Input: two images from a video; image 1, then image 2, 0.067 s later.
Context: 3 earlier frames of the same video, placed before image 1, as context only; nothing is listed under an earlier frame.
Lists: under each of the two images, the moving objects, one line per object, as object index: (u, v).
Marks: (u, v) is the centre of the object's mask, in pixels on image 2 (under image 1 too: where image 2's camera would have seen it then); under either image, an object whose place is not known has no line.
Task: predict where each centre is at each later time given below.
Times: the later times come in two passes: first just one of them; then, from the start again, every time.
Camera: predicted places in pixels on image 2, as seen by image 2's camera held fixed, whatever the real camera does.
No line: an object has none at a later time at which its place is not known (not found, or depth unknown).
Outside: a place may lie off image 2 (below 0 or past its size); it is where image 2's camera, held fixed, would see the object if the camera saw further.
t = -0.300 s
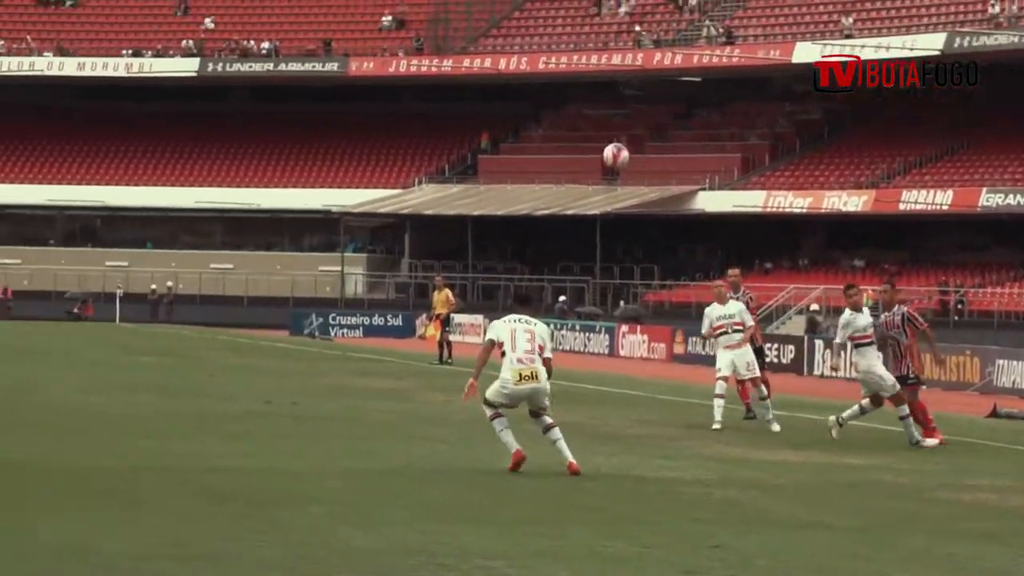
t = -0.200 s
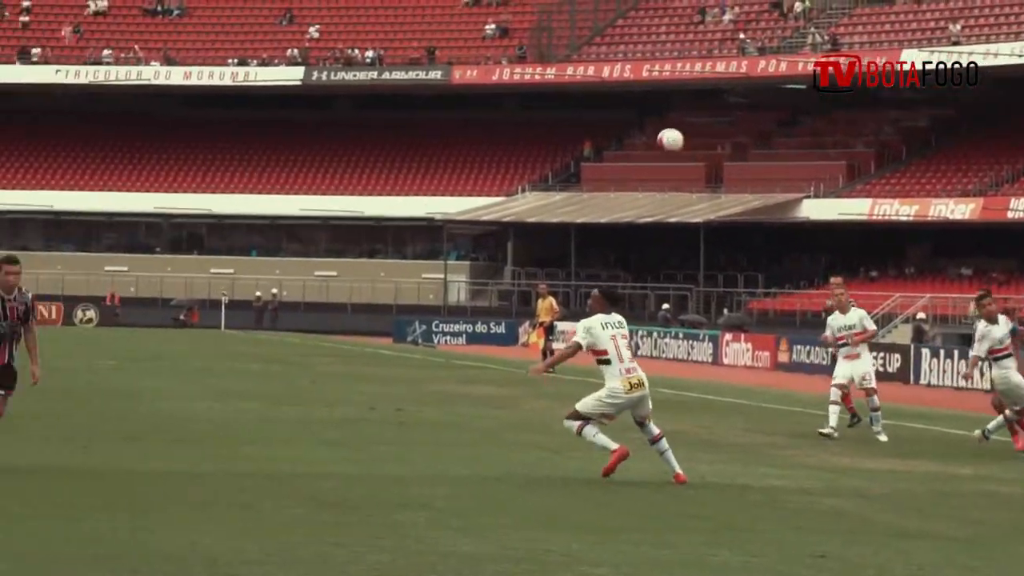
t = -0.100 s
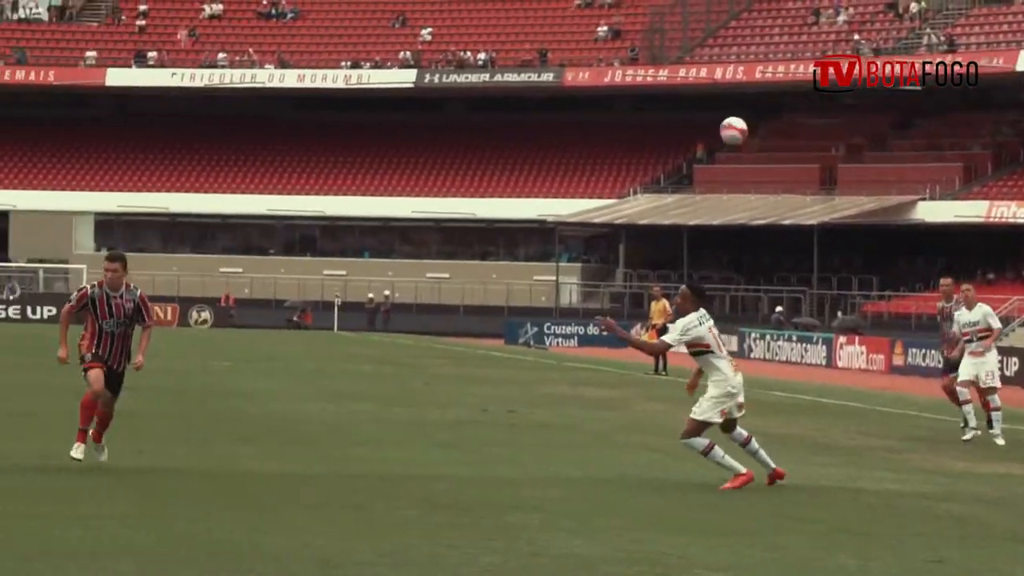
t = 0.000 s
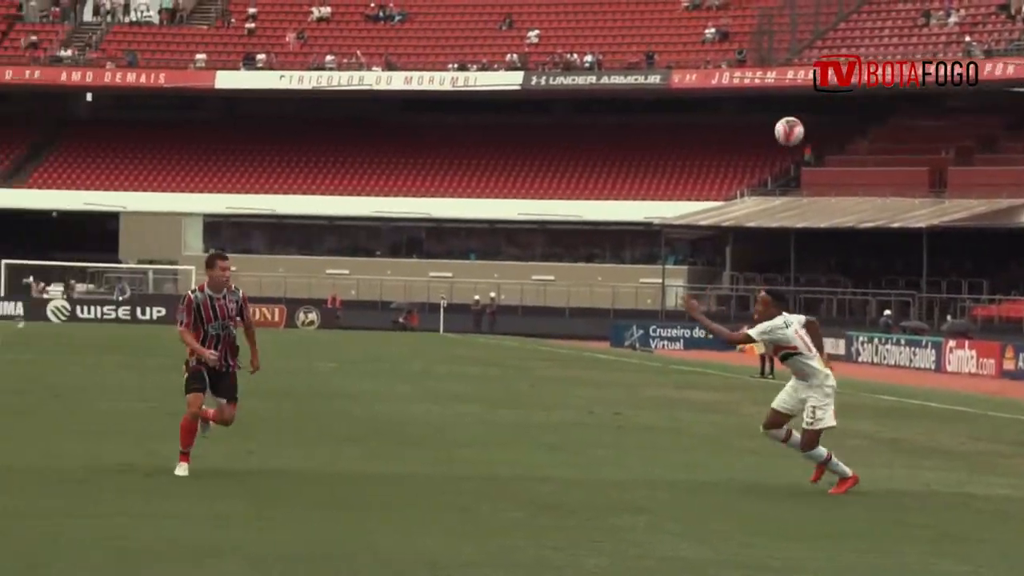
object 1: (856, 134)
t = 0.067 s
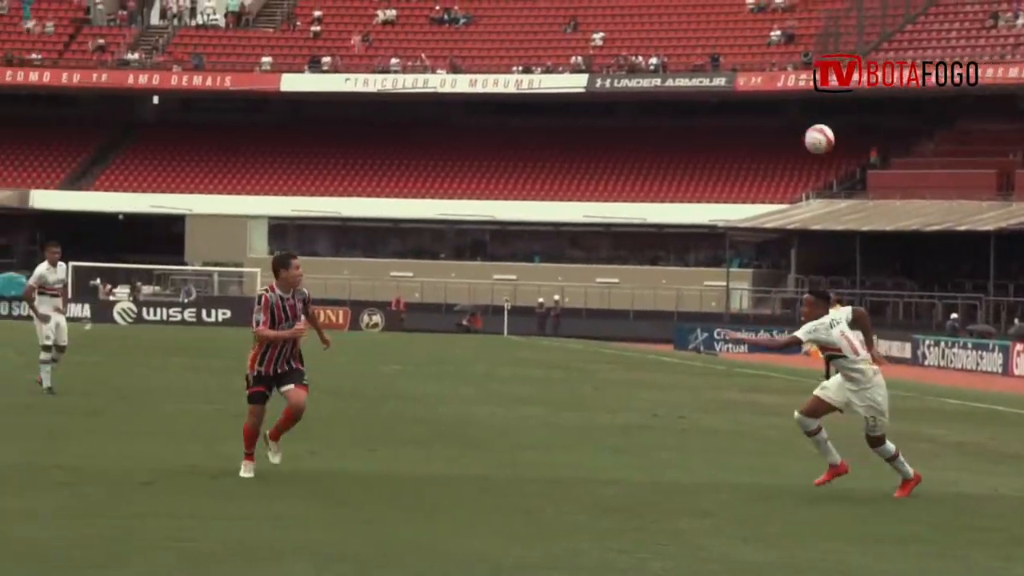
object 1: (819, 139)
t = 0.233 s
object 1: (725, 175)
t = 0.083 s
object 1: (810, 141)
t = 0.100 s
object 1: (800, 142)
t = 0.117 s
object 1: (791, 147)
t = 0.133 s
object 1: (782, 150)
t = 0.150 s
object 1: (772, 153)
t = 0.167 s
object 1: (763, 157)
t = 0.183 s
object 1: (753, 160)
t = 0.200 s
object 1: (744, 166)
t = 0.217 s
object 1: (734, 170)
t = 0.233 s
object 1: (725, 175)
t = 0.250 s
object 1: (715, 180)
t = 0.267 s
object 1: (706, 187)
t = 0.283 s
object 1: (696, 194)
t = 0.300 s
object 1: (686, 201)
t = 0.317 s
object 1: (676, 208)
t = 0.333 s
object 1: (666, 215)
